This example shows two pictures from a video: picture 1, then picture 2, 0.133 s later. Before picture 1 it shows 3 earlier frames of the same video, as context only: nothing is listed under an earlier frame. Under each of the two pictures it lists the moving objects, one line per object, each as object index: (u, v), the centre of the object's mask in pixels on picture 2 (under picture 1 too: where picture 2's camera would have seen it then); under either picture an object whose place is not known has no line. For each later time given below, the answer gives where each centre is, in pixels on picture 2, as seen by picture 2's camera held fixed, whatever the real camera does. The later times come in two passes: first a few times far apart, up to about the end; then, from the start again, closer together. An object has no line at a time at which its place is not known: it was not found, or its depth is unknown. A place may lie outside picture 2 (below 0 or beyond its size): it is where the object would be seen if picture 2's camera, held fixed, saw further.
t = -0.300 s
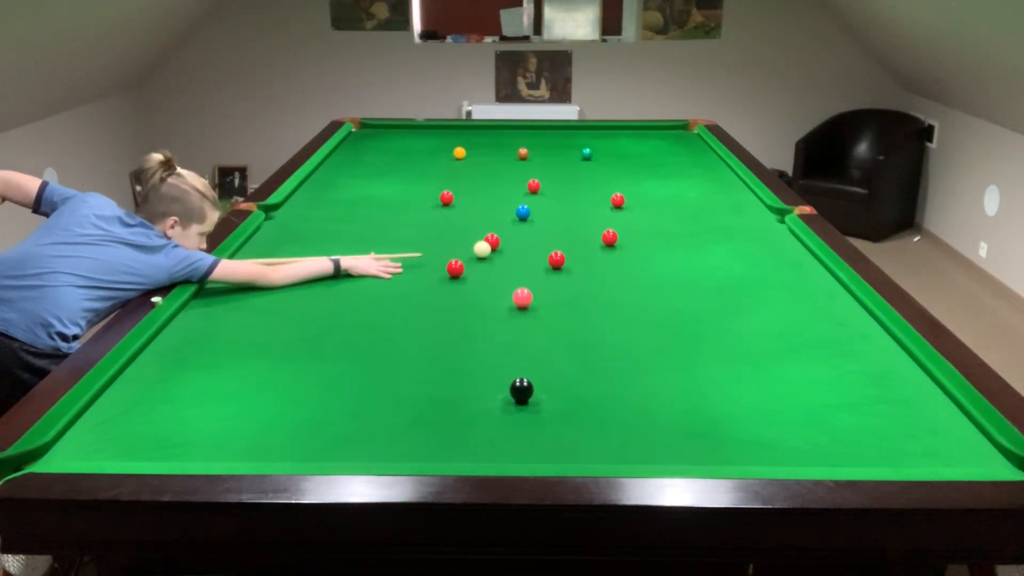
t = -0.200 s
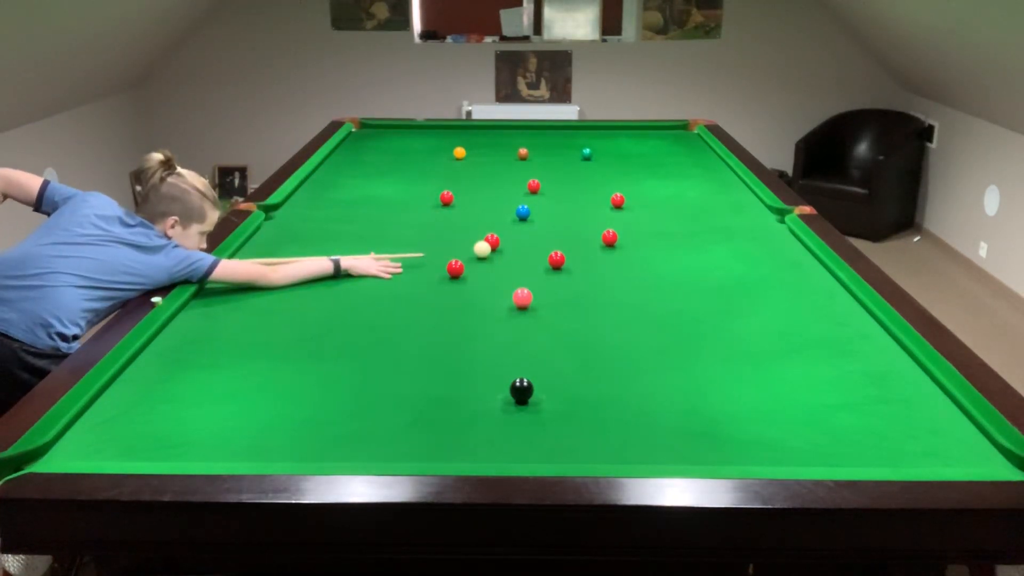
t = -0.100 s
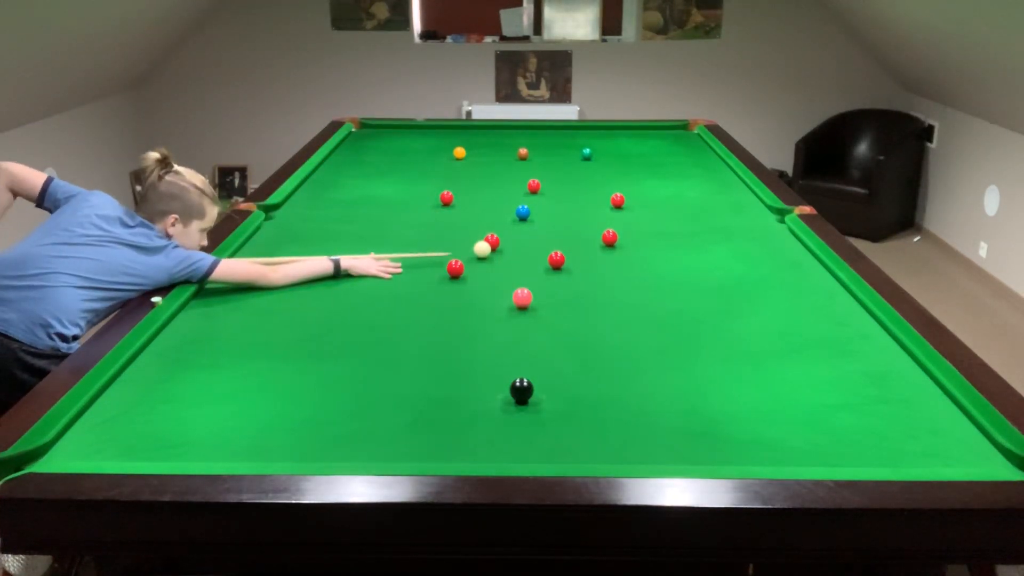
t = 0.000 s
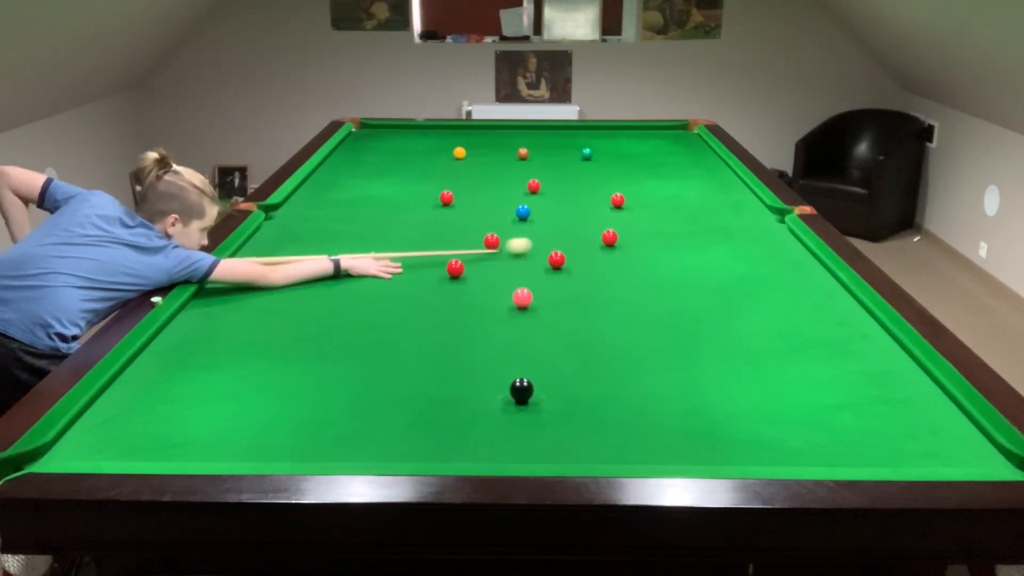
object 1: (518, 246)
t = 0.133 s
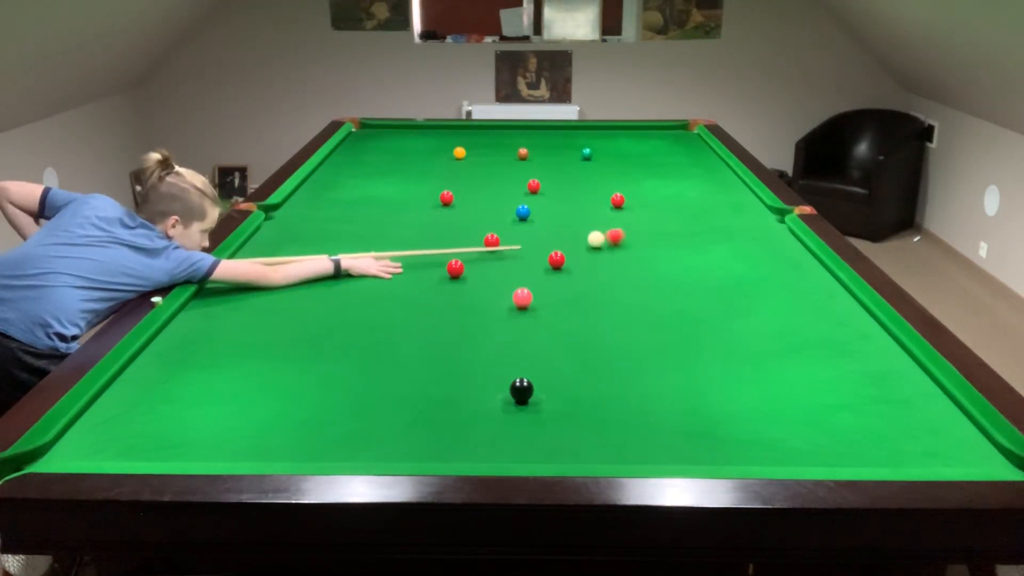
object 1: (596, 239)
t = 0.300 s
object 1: (600, 241)
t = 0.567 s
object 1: (606, 244)
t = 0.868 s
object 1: (612, 247)
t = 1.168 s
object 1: (616, 248)
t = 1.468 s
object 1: (619, 249)
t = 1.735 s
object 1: (620, 250)
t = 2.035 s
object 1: (620, 250)
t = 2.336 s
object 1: (620, 250)
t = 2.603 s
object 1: (620, 250)
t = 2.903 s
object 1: (620, 250)
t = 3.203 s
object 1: (620, 250)
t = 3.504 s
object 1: (620, 250)
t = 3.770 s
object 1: (620, 250)
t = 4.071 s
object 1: (620, 250)
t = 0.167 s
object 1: (597, 240)
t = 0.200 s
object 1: (598, 240)
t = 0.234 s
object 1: (599, 241)
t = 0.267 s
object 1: (599, 241)
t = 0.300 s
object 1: (600, 241)
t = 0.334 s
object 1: (601, 242)
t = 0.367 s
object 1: (602, 242)
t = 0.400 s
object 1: (603, 243)
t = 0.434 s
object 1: (603, 243)
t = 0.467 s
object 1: (604, 243)
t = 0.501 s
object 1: (605, 244)
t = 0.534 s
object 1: (605, 244)
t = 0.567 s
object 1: (606, 244)
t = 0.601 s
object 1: (607, 244)
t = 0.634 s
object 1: (608, 245)
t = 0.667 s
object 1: (608, 245)
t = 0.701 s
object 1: (609, 245)
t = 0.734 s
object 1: (610, 246)
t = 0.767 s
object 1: (610, 246)
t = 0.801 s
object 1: (611, 246)
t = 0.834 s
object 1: (611, 246)
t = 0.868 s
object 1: (612, 247)
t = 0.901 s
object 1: (612, 247)
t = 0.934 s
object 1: (613, 247)
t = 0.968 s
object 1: (613, 247)
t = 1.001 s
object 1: (614, 248)
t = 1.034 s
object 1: (615, 248)
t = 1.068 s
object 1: (615, 248)
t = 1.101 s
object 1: (615, 248)
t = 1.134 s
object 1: (616, 248)
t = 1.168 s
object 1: (616, 248)
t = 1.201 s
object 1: (617, 248)
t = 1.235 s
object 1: (617, 249)
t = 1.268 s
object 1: (617, 249)
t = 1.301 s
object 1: (618, 249)
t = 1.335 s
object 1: (618, 249)
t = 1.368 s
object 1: (618, 249)
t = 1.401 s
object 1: (619, 249)
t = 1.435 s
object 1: (619, 249)
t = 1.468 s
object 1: (619, 249)
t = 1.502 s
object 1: (619, 249)
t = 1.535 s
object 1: (619, 249)
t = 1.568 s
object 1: (619, 249)
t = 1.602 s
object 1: (620, 249)
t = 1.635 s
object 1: (619, 249)
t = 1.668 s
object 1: (620, 249)
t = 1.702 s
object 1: (620, 250)
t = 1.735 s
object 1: (620, 250)
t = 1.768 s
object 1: (620, 250)
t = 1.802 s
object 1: (620, 250)
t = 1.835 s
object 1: (620, 250)
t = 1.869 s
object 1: (620, 250)
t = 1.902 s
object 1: (620, 250)
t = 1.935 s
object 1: (620, 250)
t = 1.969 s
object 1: (620, 250)
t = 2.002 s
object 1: (620, 250)
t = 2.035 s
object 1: (620, 250)
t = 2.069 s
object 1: (620, 250)
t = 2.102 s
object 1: (620, 250)
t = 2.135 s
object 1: (620, 250)
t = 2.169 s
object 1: (620, 250)
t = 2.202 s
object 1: (620, 250)
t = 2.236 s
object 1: (620, 250)
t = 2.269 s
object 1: (620, 250)
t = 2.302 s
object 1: (620, 250)
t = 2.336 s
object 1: (620, 250)
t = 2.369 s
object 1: (620, 250)
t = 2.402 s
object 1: (620, 250)
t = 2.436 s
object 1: (620, 250)
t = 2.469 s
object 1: (620, 250)
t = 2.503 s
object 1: (620, 250)
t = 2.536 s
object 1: (620, 250)
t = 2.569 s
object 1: (620, 250)
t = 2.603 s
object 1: (620, 250)
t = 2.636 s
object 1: (620, 250)
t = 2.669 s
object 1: (620, 250)
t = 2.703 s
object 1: (620, 250)
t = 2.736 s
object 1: (620, 250)
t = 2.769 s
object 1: (620, 250)
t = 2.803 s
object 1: (620, 250)
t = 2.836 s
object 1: (620, 250)
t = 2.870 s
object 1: (620, 250)
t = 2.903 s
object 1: (620, 250)
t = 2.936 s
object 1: (620, 250)
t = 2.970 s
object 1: (620, 250)
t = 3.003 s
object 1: (620, 250)
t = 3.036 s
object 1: (620, 250)
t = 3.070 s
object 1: (620, 250)
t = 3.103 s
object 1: (620, 250)
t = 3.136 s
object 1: (620, 250)
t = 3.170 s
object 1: (620, 250)
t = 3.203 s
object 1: (620, 250)
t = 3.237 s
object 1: (620, 250)
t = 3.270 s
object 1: (620, 250)
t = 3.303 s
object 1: (620, 250)
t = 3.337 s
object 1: (620, 250)
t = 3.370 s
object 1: (620, 250)
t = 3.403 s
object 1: (620, 250)
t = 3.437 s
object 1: (620, 250)
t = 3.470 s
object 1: (620, 250)
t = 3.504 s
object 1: (620, 250)
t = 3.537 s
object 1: (620, 249)
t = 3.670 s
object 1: (620, 250)
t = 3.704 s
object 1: (620, 250)
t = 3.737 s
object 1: (620, 250)
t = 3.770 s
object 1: (620, 250)
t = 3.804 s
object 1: (620, 250)
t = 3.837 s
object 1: (620, 250)
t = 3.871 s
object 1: (620, 250)
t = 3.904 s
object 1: (620, 250)
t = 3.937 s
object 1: (620, 250)
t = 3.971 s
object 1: (620, 250)
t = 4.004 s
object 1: (620, 250)
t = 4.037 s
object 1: (620, 250)
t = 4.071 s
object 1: (620, 250)
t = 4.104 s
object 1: (620, 250)
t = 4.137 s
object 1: (620, 250)
